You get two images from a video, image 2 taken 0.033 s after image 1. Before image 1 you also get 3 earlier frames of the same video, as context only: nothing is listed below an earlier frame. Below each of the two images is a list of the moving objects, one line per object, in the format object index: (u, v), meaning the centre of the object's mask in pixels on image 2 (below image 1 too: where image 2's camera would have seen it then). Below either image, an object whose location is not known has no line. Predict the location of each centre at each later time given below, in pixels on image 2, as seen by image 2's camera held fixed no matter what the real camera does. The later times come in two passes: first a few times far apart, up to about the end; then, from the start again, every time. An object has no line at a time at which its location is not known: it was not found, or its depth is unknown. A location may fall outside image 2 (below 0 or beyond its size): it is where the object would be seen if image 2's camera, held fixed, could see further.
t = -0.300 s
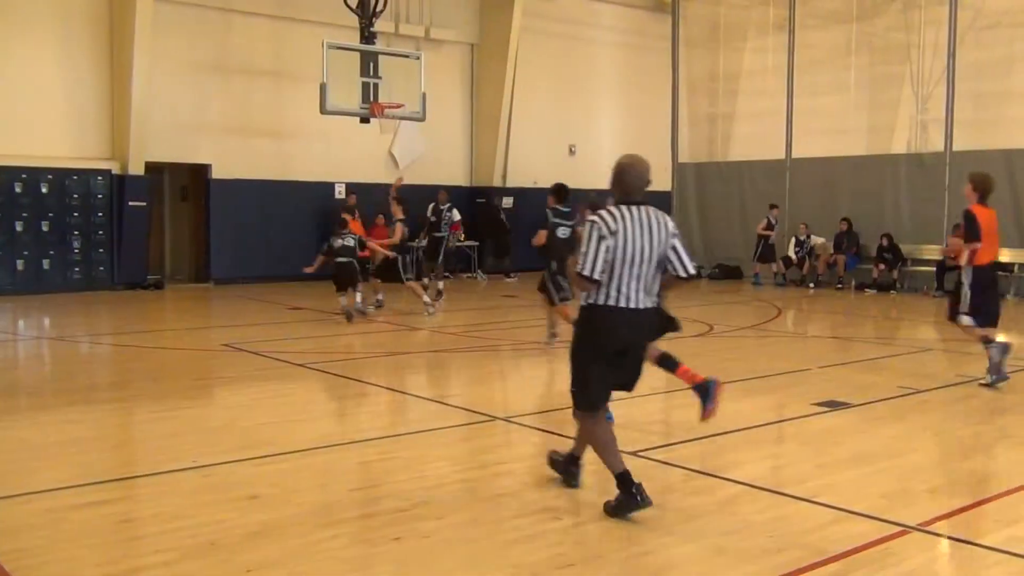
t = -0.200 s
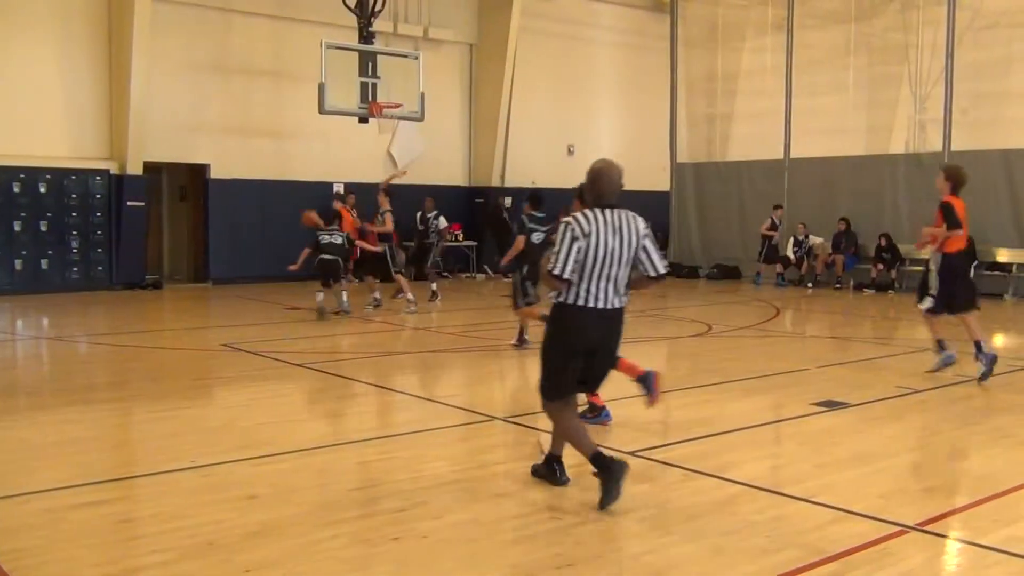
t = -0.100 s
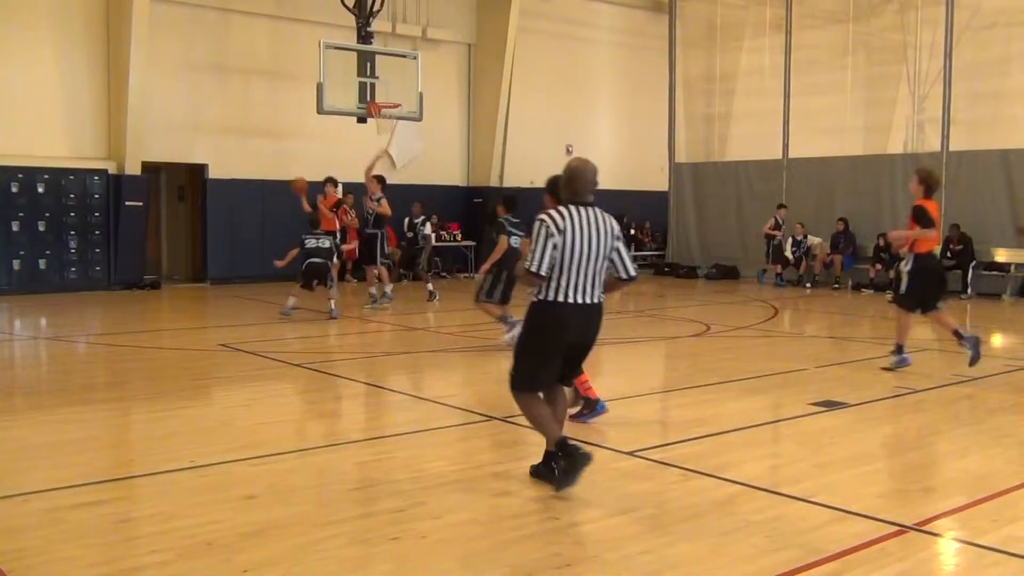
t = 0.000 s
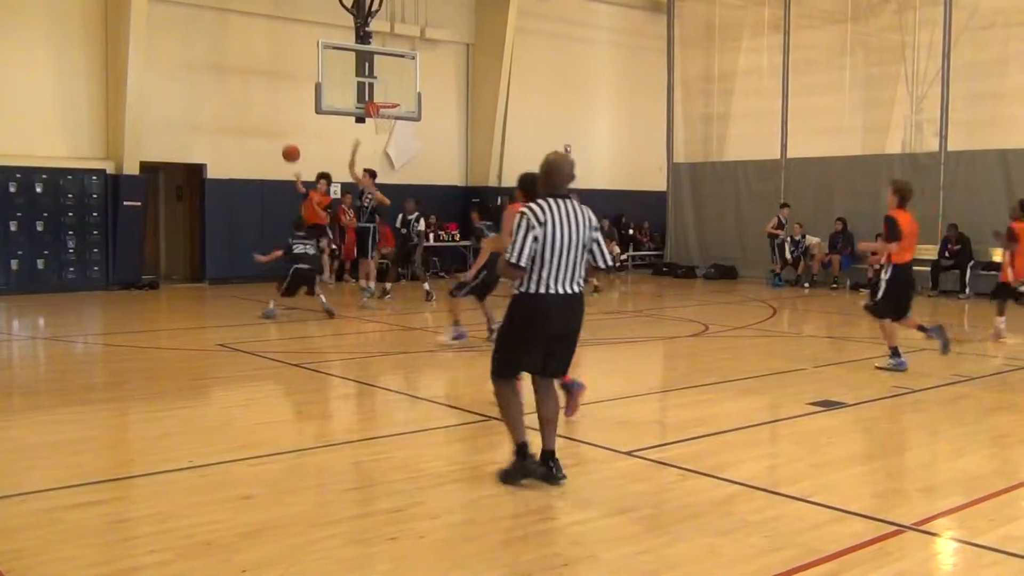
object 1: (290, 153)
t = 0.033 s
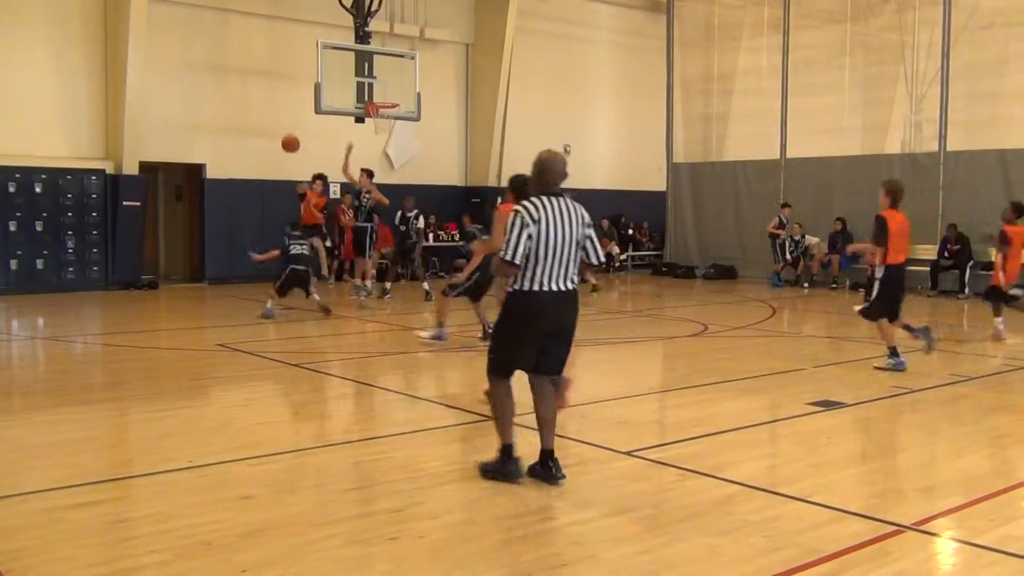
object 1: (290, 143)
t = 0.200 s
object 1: (291, 102)
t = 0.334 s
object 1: (291, 80)
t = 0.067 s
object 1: (290, 134)
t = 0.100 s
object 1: (290, 125)
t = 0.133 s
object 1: (290, 117)
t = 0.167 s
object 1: (291, 109)
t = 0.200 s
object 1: (291, 102)
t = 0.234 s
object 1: (291, 96)
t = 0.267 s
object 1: (291, 89)
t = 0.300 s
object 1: (291, 84)
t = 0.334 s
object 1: (291, 80)
